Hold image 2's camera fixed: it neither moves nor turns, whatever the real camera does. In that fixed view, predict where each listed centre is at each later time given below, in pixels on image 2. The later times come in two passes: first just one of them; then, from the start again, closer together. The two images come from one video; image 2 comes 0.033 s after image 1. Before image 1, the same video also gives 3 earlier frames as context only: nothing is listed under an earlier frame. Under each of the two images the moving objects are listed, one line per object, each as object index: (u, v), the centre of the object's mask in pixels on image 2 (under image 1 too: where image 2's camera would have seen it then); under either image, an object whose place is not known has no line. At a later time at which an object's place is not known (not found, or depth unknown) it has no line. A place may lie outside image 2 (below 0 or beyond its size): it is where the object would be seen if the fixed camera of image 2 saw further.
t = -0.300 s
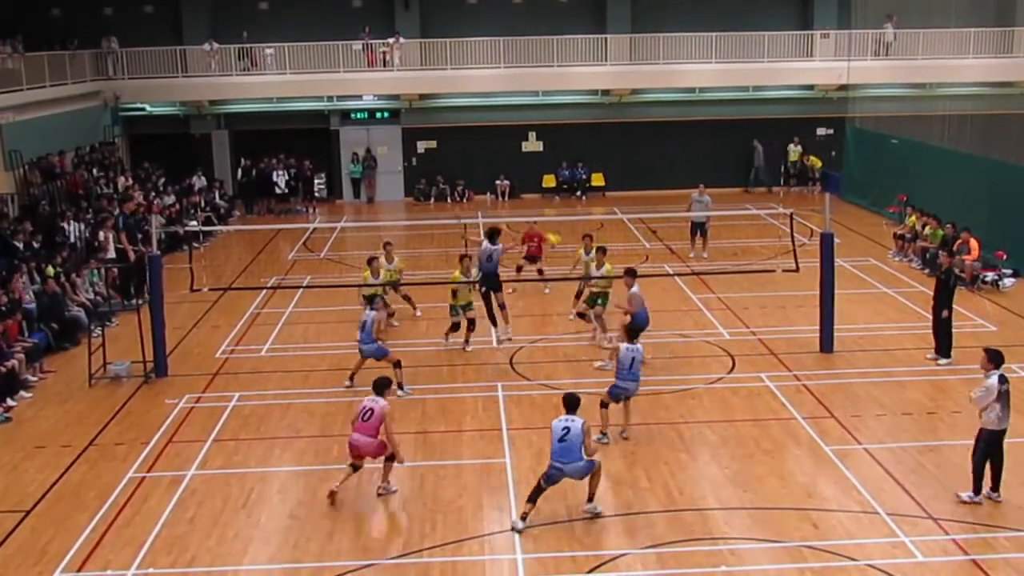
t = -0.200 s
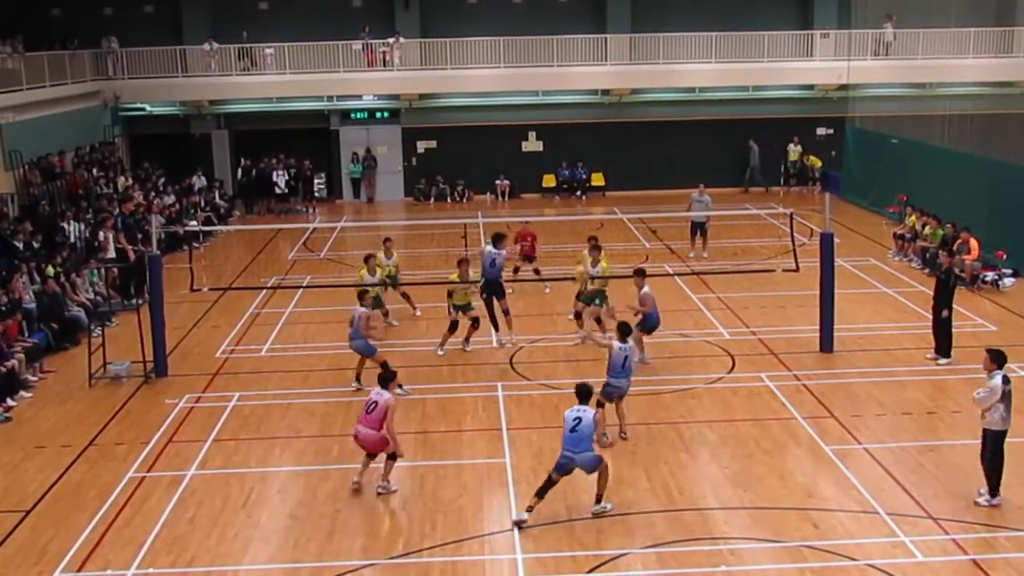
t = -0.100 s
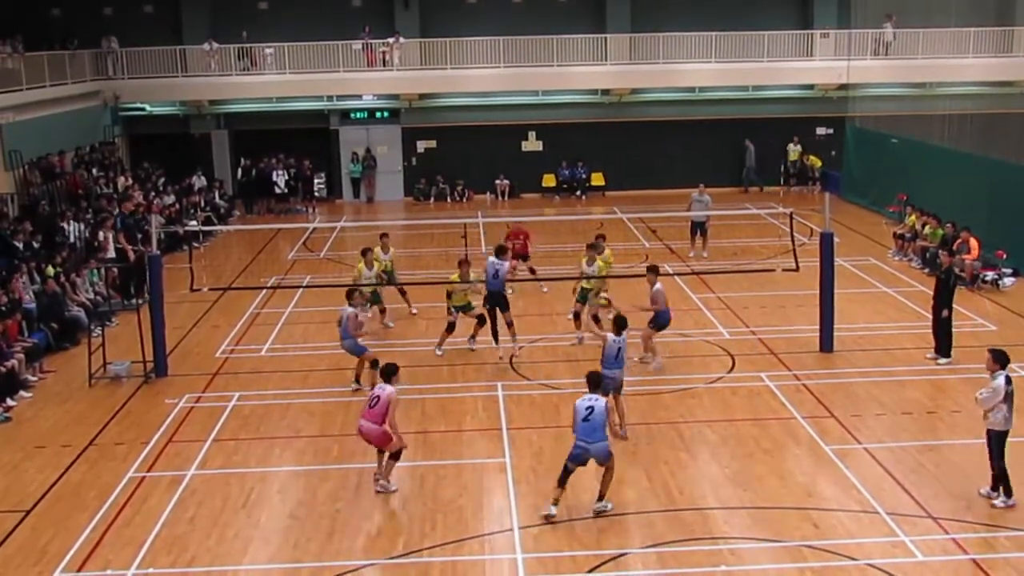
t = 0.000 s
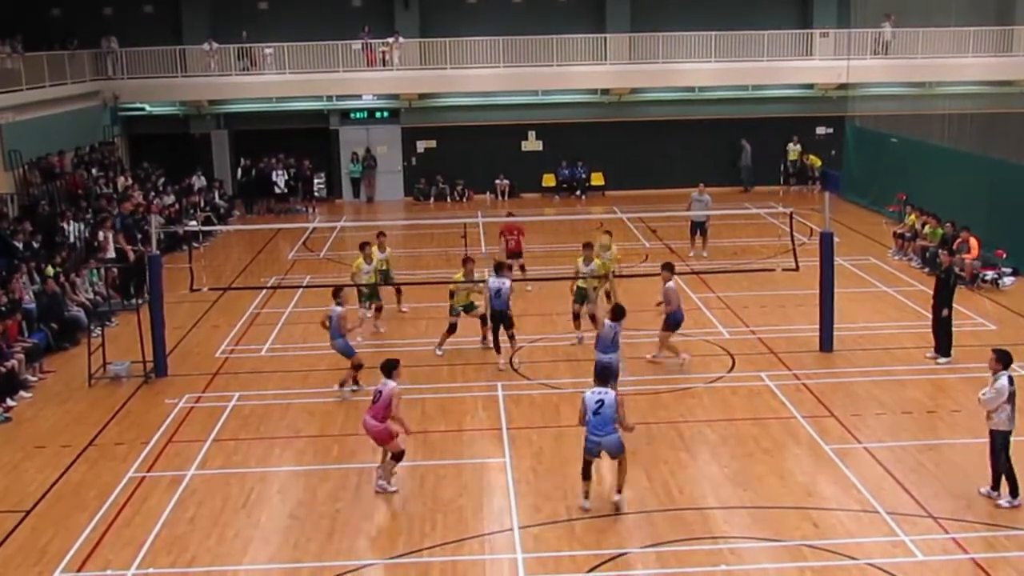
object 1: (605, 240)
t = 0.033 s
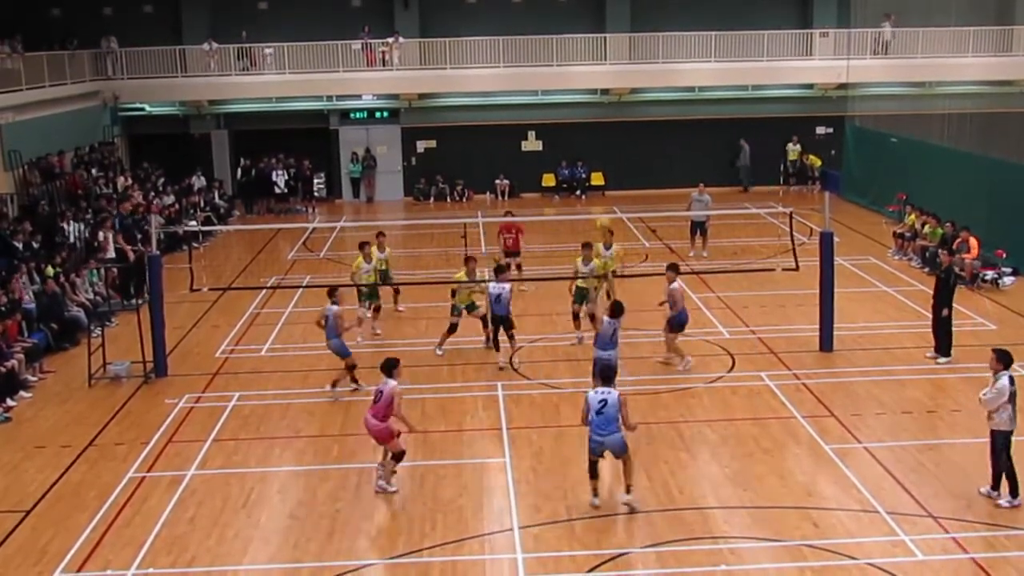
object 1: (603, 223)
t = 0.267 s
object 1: (601, 110)
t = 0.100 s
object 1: (603, 186)
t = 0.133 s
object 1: (603, 168)
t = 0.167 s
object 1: (602, 153)
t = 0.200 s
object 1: (601, 139)
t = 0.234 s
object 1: (601, 125)
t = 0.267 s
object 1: (601, 110)
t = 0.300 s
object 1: (602, 96)
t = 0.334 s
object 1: (601, 86)
